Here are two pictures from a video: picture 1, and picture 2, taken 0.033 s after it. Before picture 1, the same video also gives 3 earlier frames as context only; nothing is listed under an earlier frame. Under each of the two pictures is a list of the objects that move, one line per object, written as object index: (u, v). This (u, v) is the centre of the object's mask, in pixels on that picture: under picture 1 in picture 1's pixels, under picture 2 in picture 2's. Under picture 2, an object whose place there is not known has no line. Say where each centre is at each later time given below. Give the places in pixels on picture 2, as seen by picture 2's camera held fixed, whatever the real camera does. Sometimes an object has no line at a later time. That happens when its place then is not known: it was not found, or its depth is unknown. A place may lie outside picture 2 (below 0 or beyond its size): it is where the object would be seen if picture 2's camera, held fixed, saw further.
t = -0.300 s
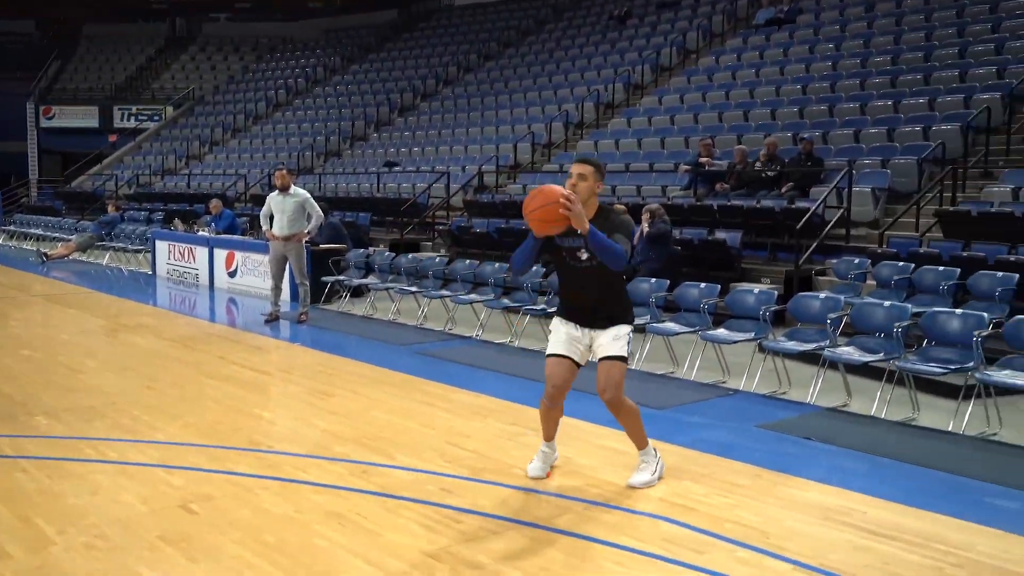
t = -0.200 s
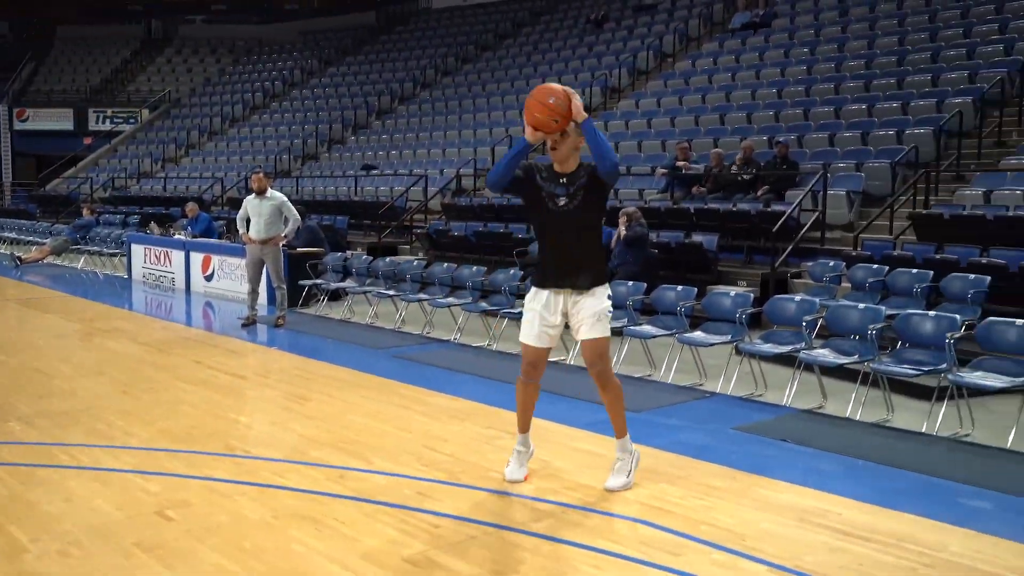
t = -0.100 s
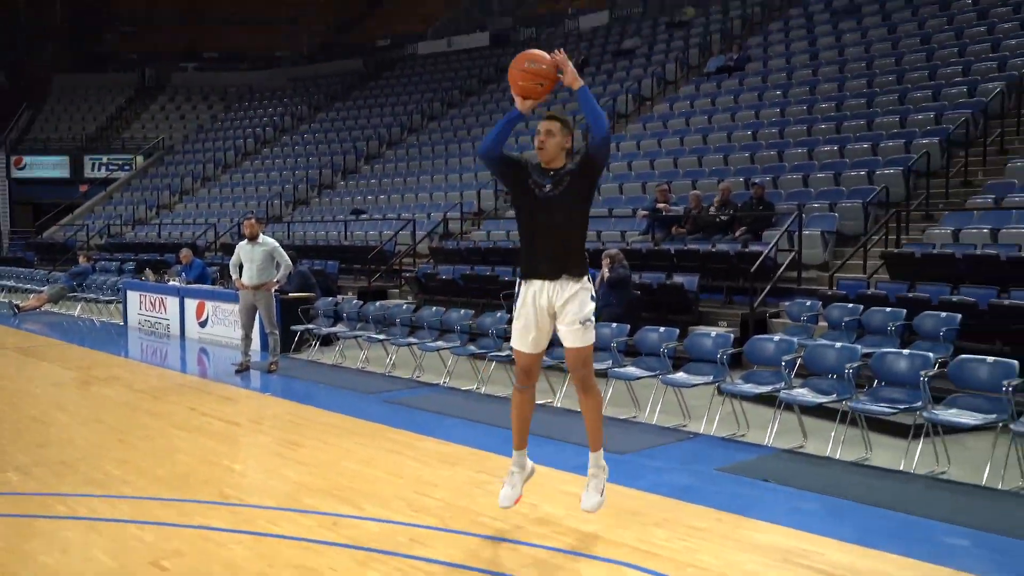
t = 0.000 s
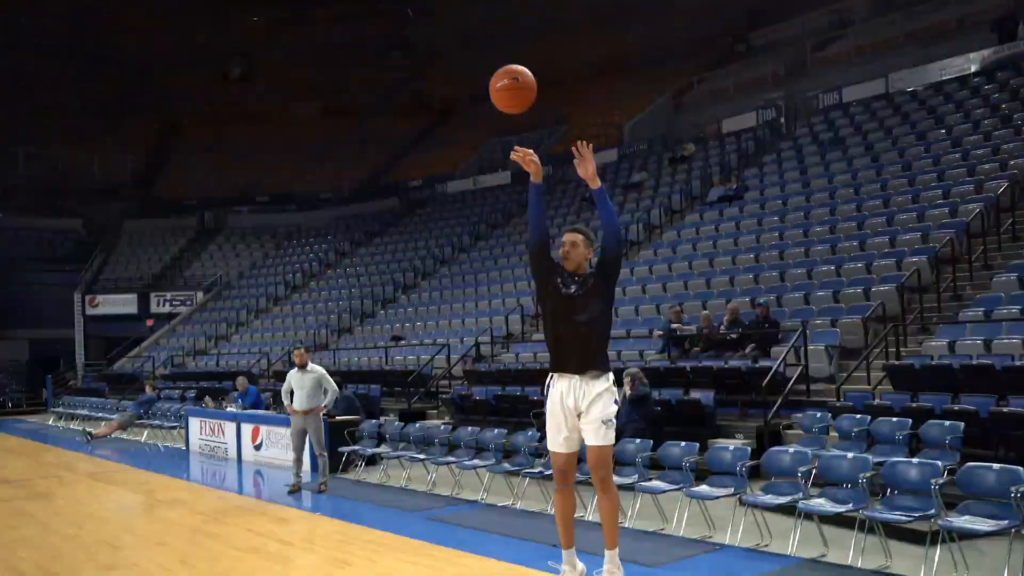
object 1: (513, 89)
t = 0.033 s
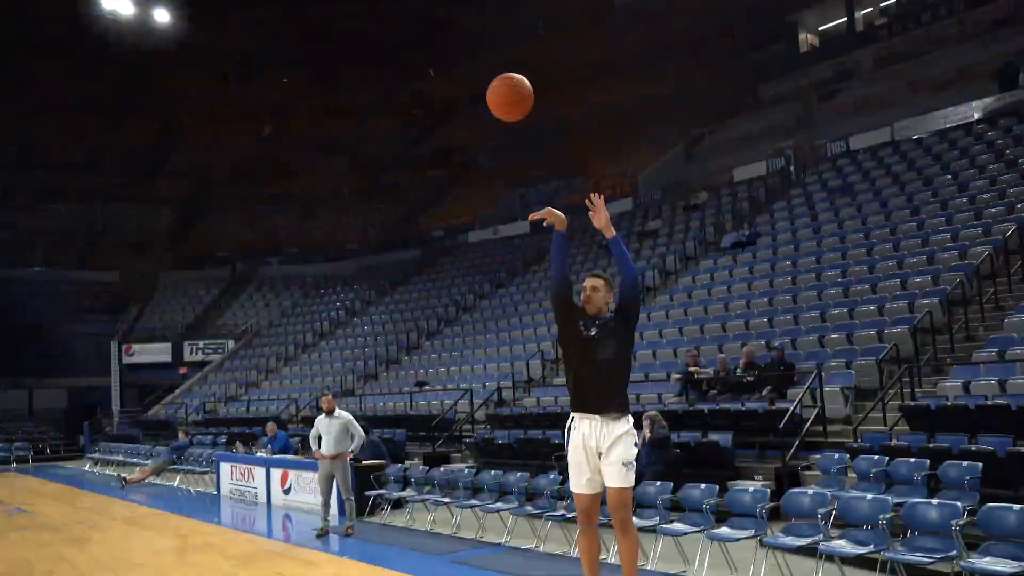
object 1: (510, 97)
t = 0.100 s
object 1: (463, 6)
